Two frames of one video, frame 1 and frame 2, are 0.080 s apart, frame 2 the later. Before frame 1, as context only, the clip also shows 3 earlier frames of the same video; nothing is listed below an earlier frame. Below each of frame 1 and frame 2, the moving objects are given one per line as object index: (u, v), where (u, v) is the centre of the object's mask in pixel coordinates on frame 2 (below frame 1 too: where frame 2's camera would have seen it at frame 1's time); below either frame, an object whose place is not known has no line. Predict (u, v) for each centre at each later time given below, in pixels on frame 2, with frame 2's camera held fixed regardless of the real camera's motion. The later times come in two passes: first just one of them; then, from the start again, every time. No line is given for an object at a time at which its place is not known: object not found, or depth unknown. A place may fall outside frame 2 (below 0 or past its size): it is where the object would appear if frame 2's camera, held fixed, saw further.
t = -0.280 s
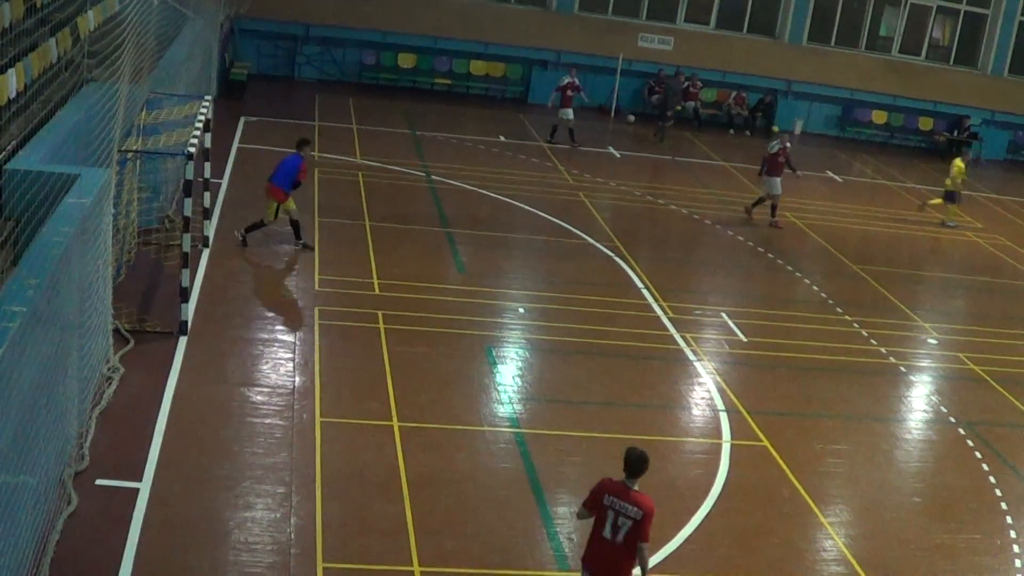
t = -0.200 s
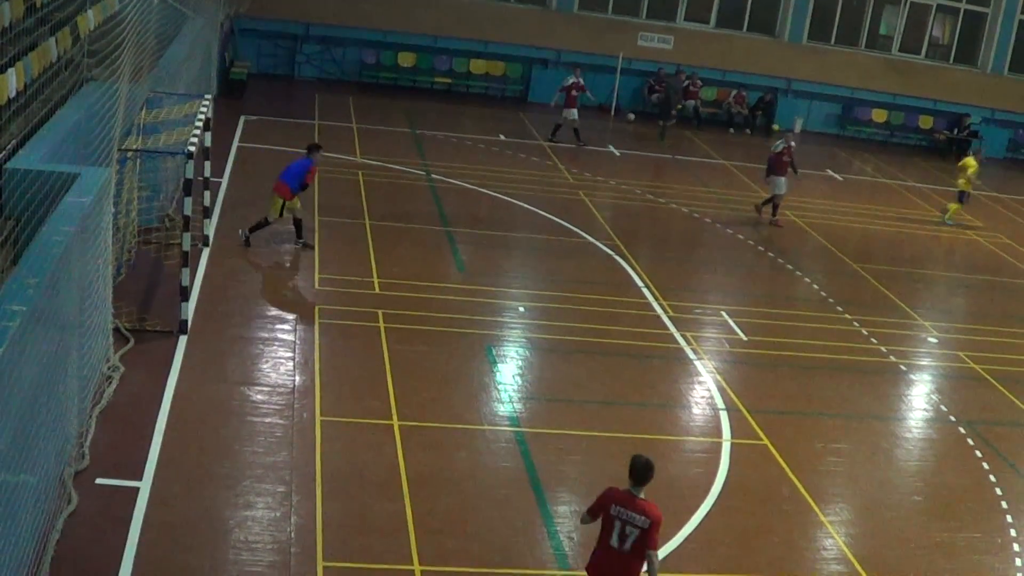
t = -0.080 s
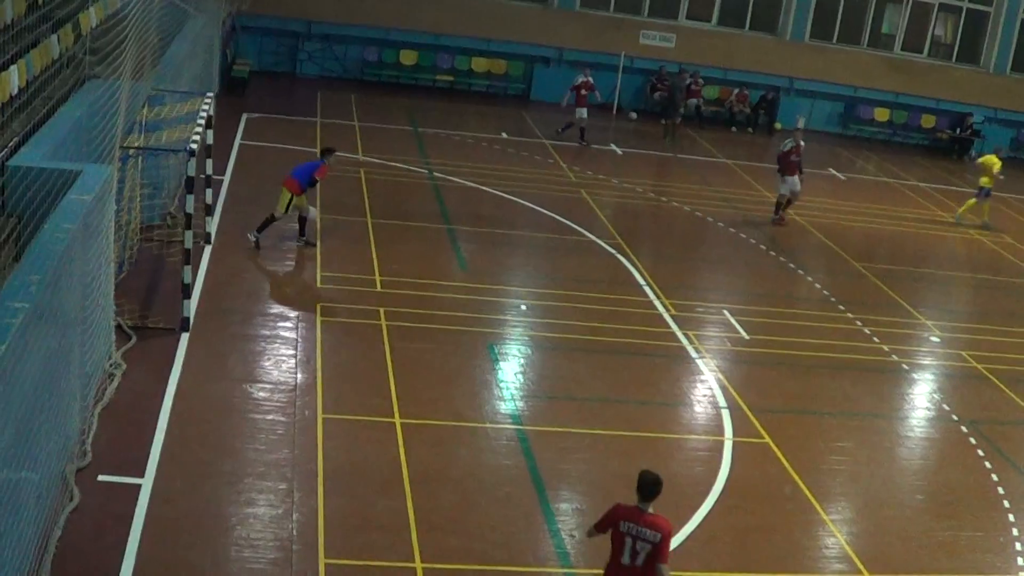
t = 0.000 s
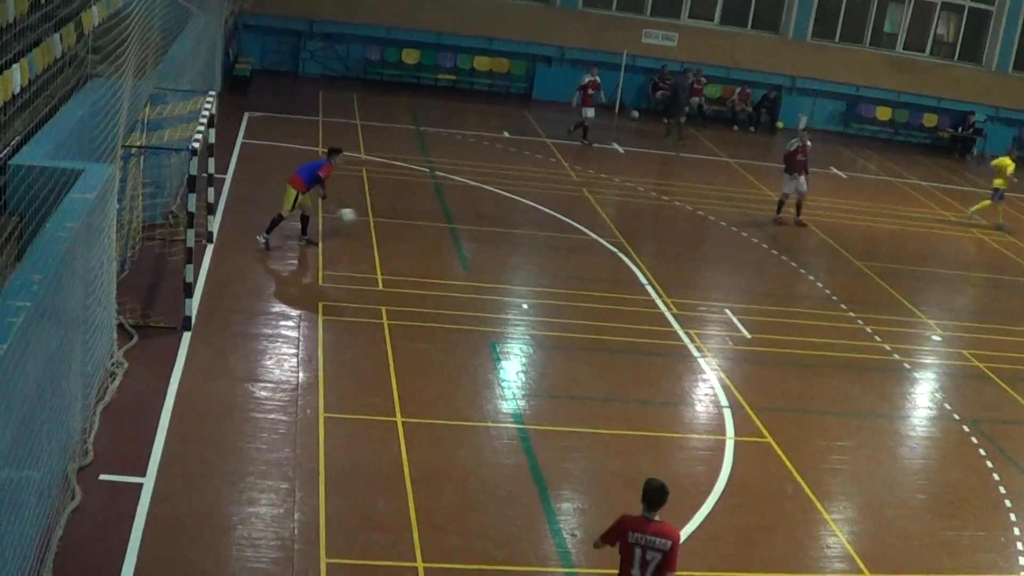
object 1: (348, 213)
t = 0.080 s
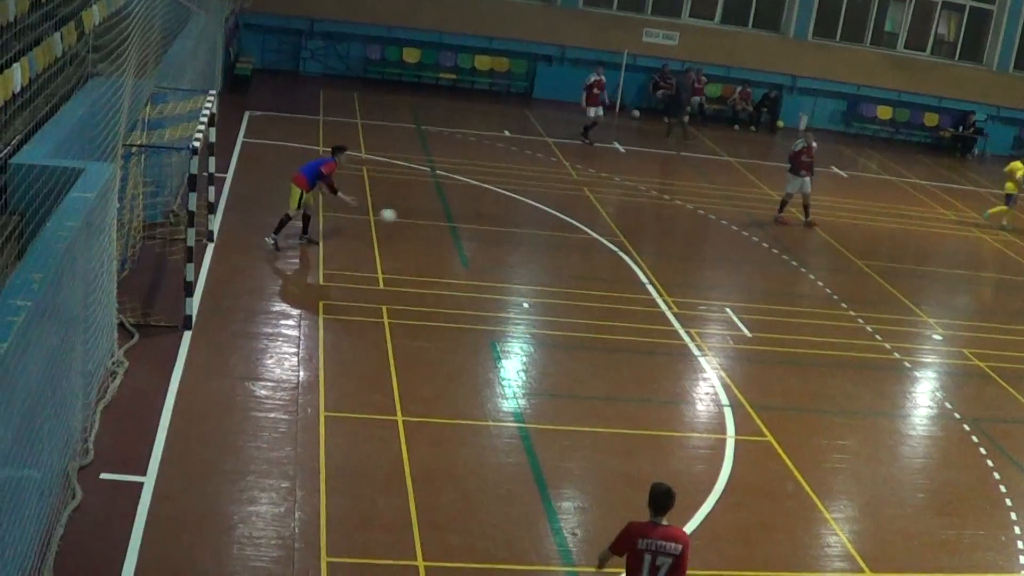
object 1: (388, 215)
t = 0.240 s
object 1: (463, 231)
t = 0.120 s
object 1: (407, 217)
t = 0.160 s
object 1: (427, 221)
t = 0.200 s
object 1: (446, 225)
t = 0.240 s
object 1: (463, 231)
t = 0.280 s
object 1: (480, 230)
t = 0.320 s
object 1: (491, 228)
